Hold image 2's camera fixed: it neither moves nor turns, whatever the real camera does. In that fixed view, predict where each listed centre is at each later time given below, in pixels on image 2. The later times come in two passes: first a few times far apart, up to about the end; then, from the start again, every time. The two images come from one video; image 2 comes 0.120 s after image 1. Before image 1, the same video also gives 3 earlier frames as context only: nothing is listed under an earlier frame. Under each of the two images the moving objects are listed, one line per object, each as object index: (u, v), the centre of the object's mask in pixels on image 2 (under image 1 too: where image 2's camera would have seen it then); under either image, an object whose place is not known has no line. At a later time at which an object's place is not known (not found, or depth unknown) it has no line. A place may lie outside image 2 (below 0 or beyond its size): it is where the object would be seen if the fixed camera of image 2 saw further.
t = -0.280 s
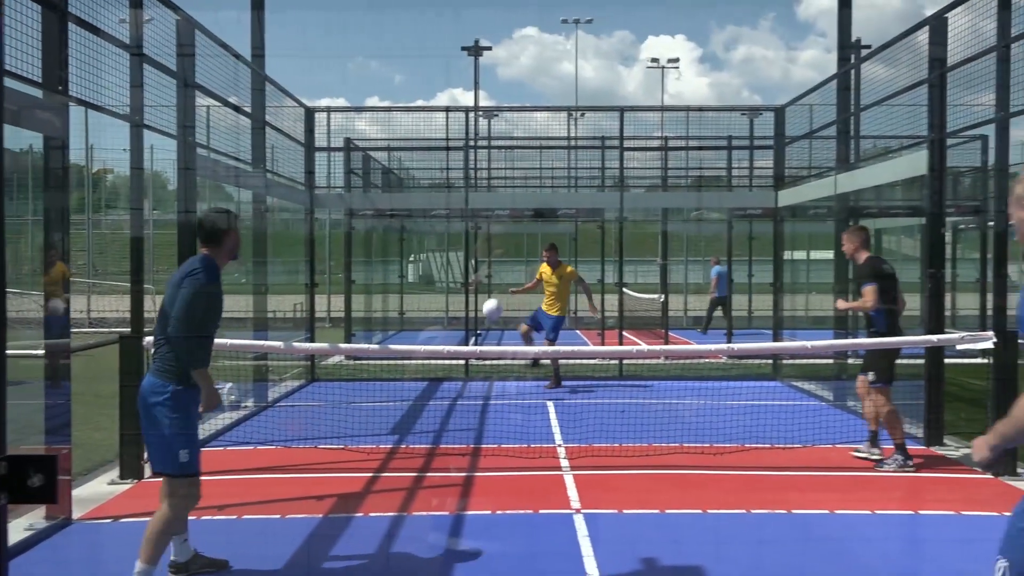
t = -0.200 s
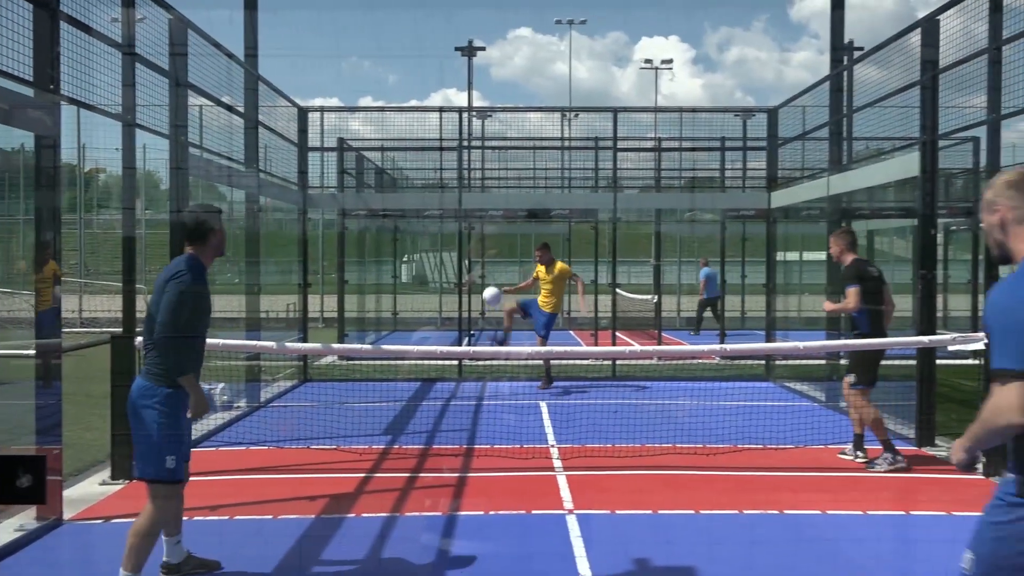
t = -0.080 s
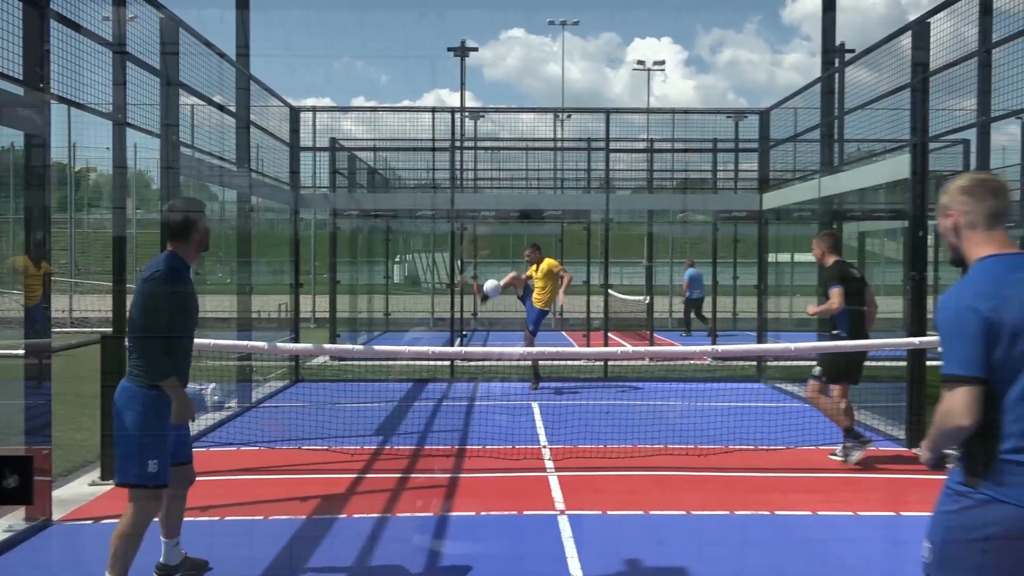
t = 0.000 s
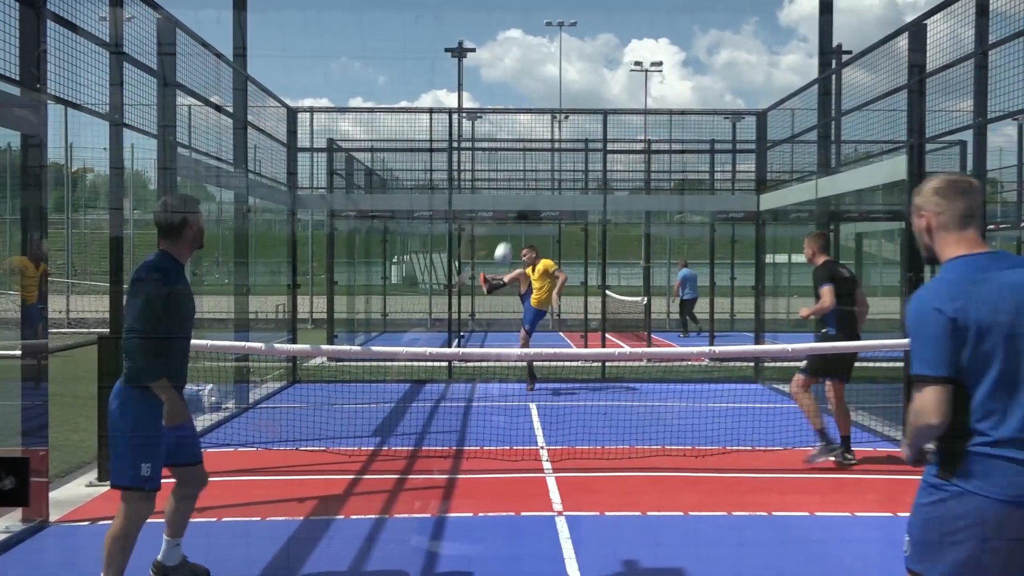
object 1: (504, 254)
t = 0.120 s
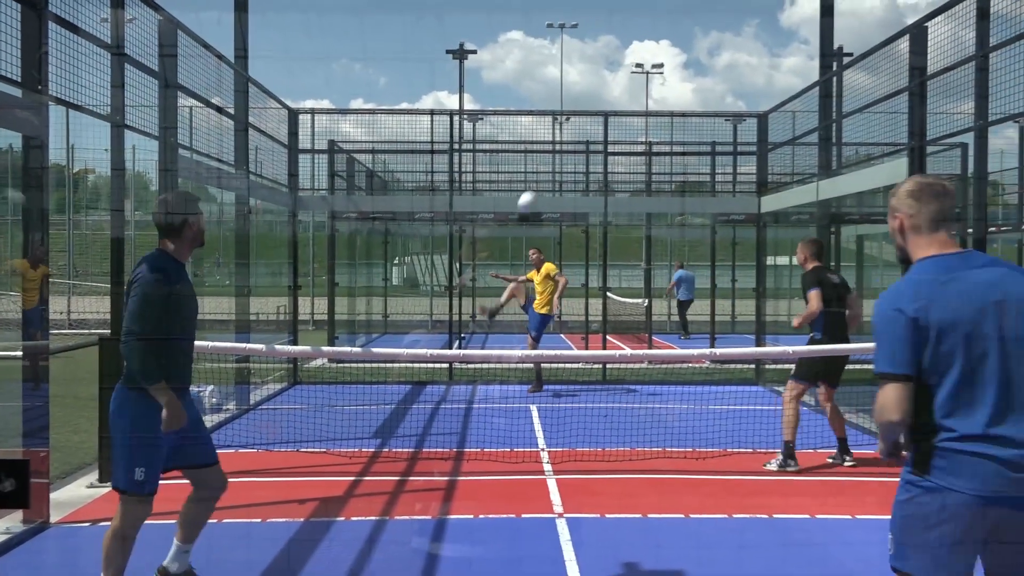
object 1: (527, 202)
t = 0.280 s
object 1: (559, 147)
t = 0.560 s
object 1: (628, 97)
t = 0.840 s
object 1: (703, 122)
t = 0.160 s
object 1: (535, 186)
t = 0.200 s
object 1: (543, 172)
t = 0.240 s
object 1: (551, 159)
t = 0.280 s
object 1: (559, 147)
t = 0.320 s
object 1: (569, 135)
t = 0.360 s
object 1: (578, 127)
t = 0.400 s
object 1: (587, 118)
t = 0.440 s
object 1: (597, 111)
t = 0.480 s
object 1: (608, 104)
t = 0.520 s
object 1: (617, 100)
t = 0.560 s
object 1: (628, 97)
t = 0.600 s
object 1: (638, 95)
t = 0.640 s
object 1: (649, 95)
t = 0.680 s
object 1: (660, 97)
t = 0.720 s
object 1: (671, 101)
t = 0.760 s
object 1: (682, 106)
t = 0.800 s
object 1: (691, 114)
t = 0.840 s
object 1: (703, 122)
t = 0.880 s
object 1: (714, 132)
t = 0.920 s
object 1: (726, 145)
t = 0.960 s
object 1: (738, 160)
